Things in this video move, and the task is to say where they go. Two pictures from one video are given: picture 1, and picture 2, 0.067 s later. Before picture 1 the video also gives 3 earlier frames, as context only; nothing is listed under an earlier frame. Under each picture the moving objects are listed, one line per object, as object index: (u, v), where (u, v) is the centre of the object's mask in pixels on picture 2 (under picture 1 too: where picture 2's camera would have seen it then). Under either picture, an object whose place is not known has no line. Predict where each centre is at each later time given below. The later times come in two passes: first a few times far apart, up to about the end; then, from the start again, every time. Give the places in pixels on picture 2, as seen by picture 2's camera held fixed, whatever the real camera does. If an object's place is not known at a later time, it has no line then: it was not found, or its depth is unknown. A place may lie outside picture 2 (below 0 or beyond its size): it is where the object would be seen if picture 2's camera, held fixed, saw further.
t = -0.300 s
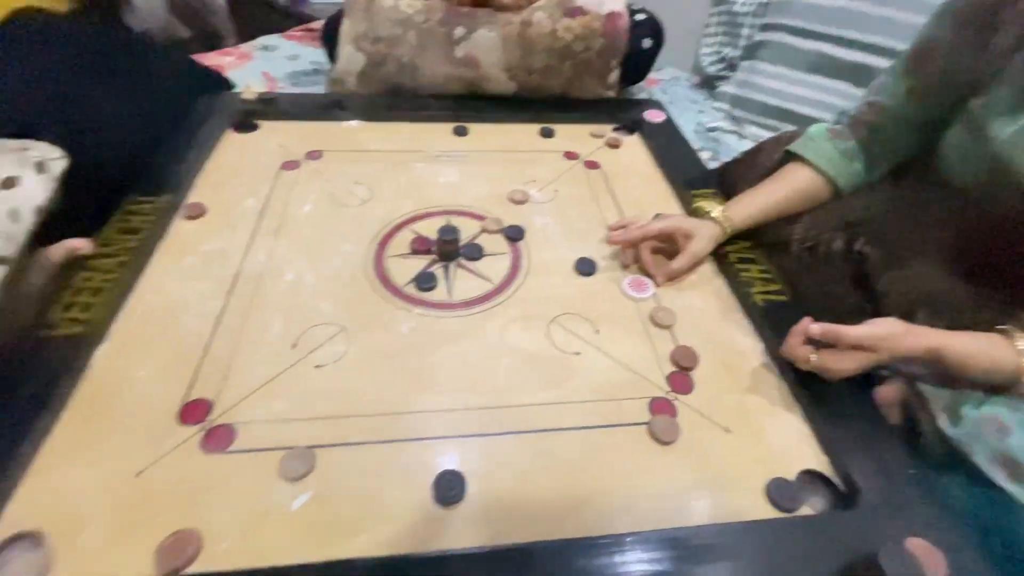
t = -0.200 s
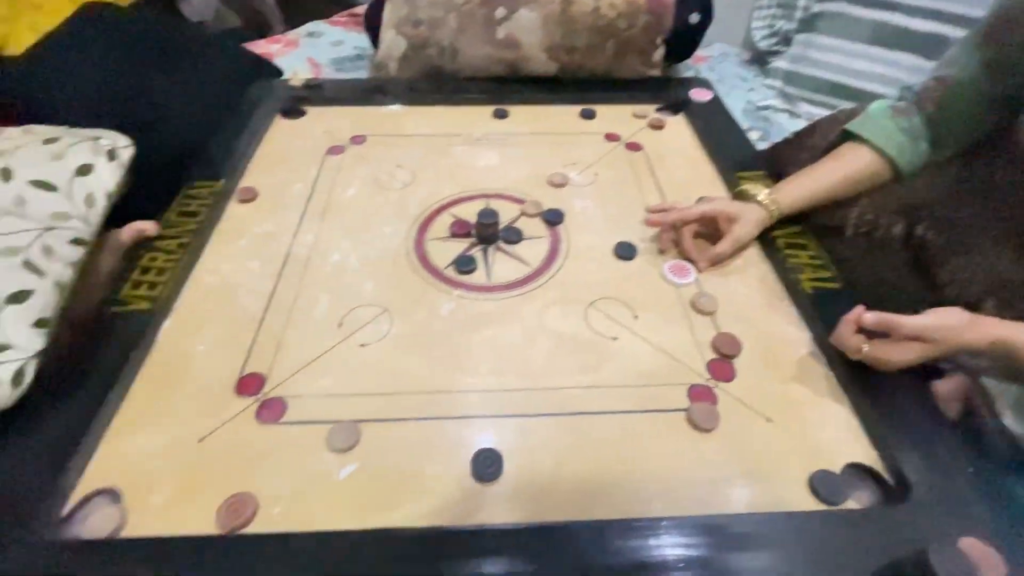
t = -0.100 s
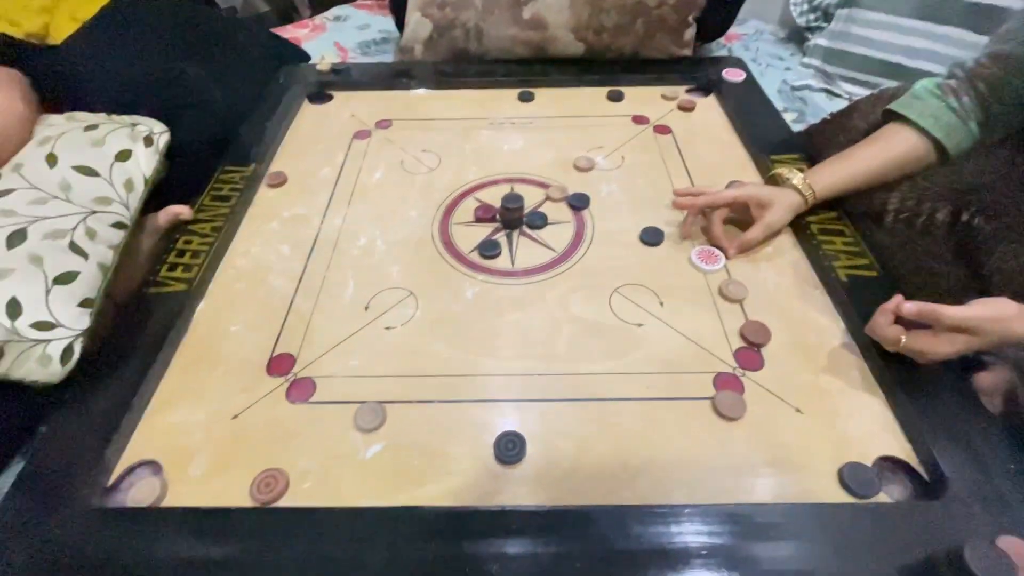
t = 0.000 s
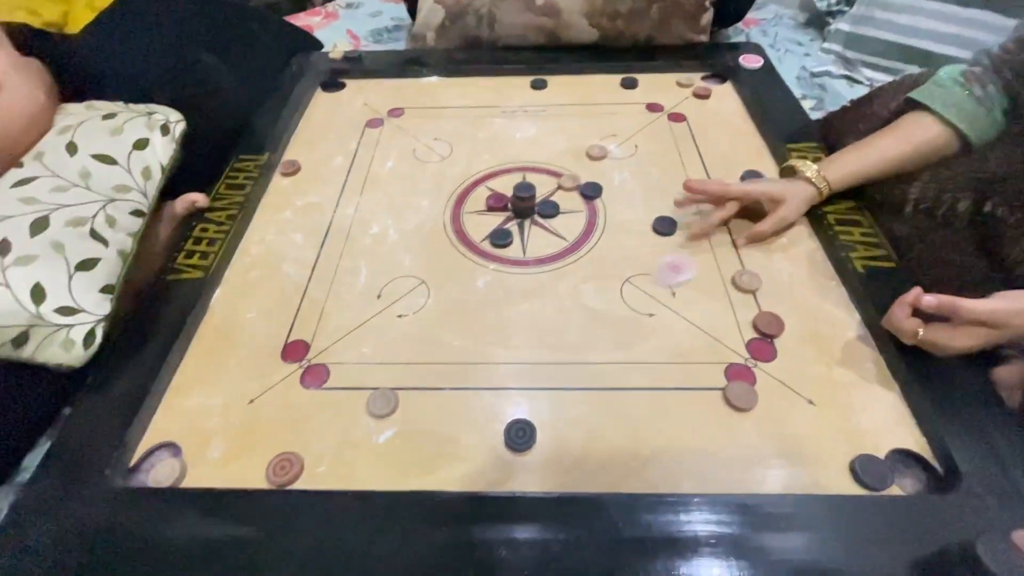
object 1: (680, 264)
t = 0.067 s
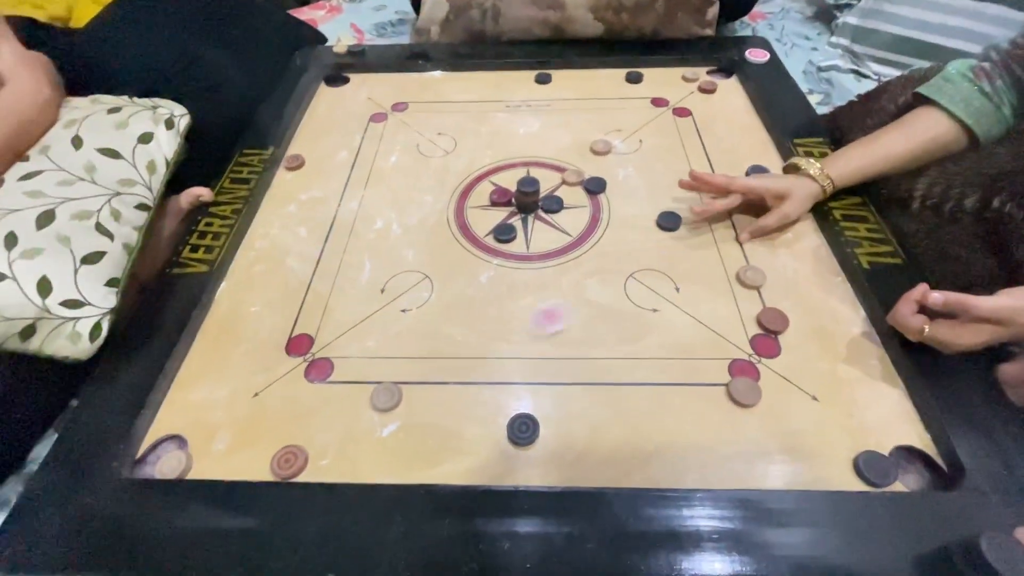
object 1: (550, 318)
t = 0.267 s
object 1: (255, 399)
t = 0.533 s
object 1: (208, 420)
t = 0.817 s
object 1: (207, 421)
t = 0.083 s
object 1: (518, 332)
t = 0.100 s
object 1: (482, 345)
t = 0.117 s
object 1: (447, 360)
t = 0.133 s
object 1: (411, 374)
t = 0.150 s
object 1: (390, 378)
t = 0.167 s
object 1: (369, 380)
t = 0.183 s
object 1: (348, 383)
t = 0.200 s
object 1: (328, 387)
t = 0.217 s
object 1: (309, 391)
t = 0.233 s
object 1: (290, 393)
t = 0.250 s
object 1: (272, 396)
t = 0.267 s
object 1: (255, 399)
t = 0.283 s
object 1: (238, 402)
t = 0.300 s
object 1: (225, 405)
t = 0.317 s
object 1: (221, 409)
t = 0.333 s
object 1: (217, 412)
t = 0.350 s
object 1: (214, 415)
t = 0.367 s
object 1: (211, 417)
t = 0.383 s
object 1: (210, 418)
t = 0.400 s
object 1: (209, 419)
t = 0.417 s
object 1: (209, 419)
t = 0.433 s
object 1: (209, 419)
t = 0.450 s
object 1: (209, 419)
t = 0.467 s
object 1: (208, 420)
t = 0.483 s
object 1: (209, 420)
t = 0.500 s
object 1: (209, 420)
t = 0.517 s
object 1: (209, 420)
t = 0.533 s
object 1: (208, 420)
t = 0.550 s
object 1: (209, 420)
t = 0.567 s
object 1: (208, 420)
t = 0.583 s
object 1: (209, 420)
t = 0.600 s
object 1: (208, 420)
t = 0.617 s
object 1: (209, 420)
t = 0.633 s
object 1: (209, 420)
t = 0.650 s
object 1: (209, 420)
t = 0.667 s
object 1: (208, 420)
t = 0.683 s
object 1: (208, 420)
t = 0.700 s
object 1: (208, 420)
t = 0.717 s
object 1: (208, 420)
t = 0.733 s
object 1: (208, 420)
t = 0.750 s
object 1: (208, 420)
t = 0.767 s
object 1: (207, 420)
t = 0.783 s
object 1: (207, 420)
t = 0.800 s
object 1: (206, 421)
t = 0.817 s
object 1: (207, 421)
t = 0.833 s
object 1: (207, 421)
